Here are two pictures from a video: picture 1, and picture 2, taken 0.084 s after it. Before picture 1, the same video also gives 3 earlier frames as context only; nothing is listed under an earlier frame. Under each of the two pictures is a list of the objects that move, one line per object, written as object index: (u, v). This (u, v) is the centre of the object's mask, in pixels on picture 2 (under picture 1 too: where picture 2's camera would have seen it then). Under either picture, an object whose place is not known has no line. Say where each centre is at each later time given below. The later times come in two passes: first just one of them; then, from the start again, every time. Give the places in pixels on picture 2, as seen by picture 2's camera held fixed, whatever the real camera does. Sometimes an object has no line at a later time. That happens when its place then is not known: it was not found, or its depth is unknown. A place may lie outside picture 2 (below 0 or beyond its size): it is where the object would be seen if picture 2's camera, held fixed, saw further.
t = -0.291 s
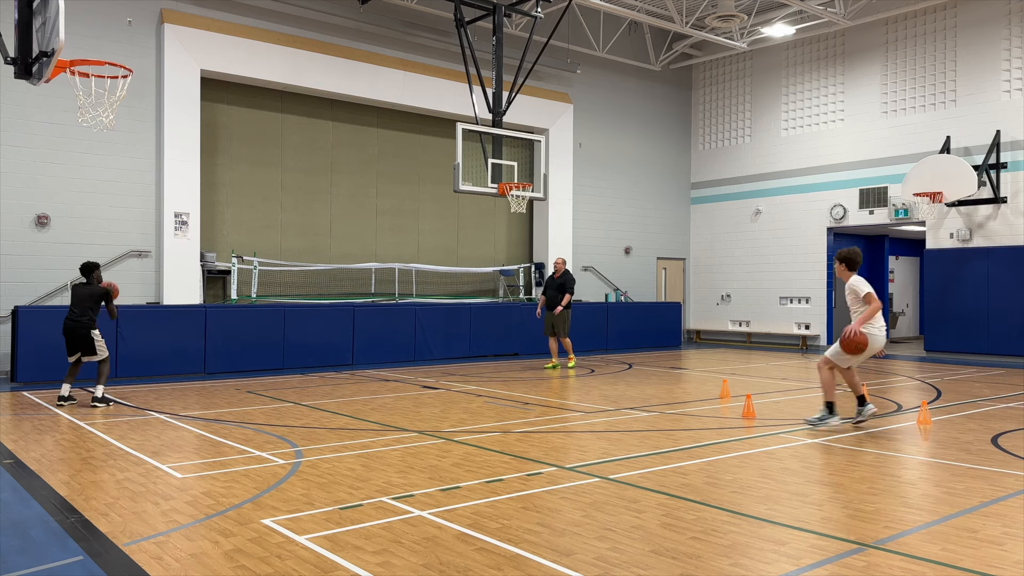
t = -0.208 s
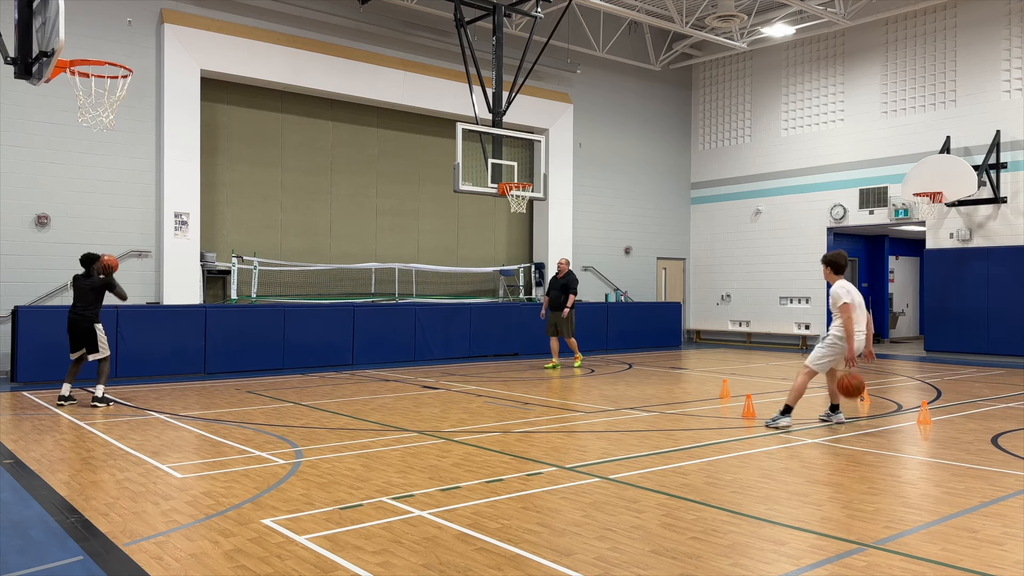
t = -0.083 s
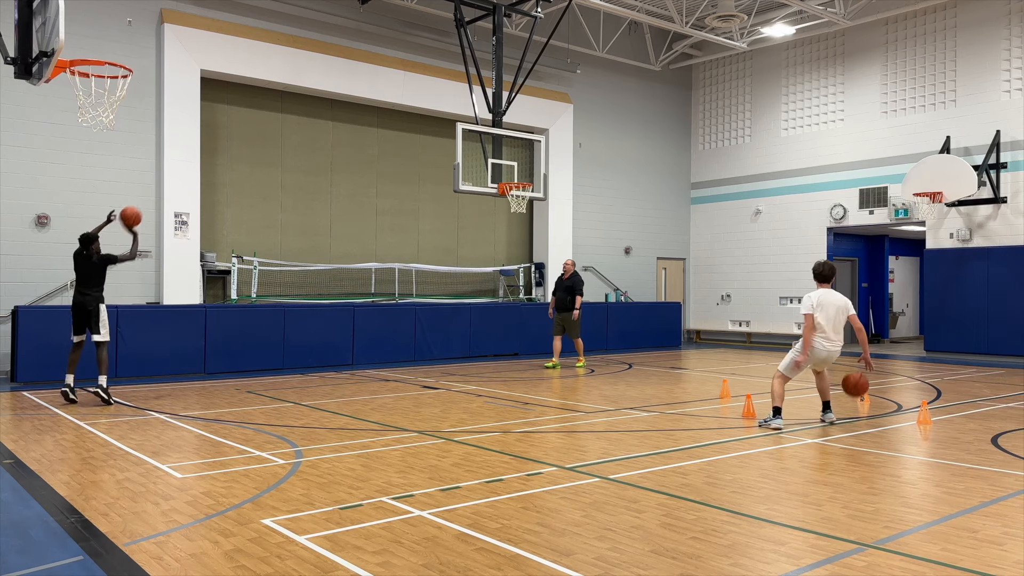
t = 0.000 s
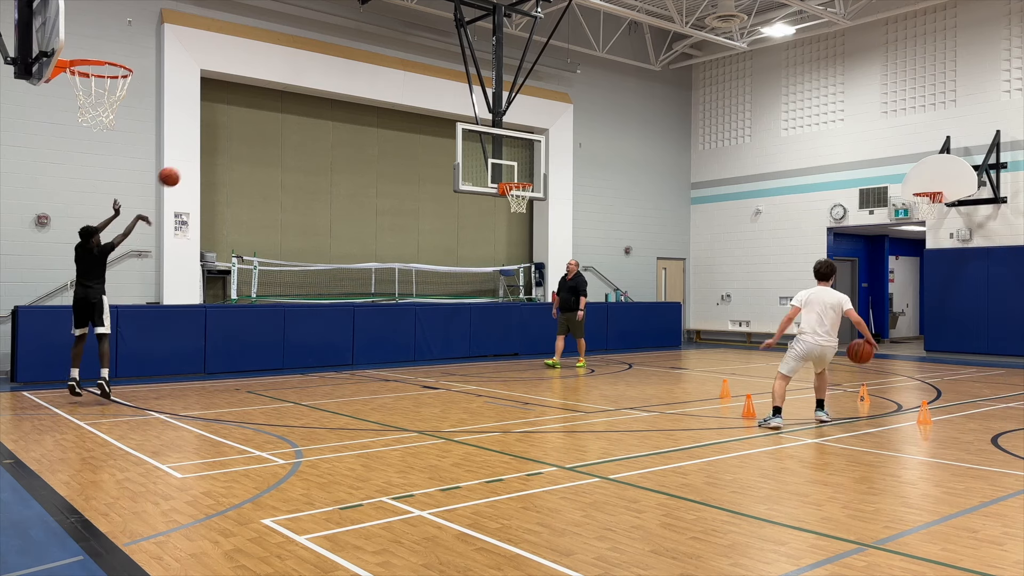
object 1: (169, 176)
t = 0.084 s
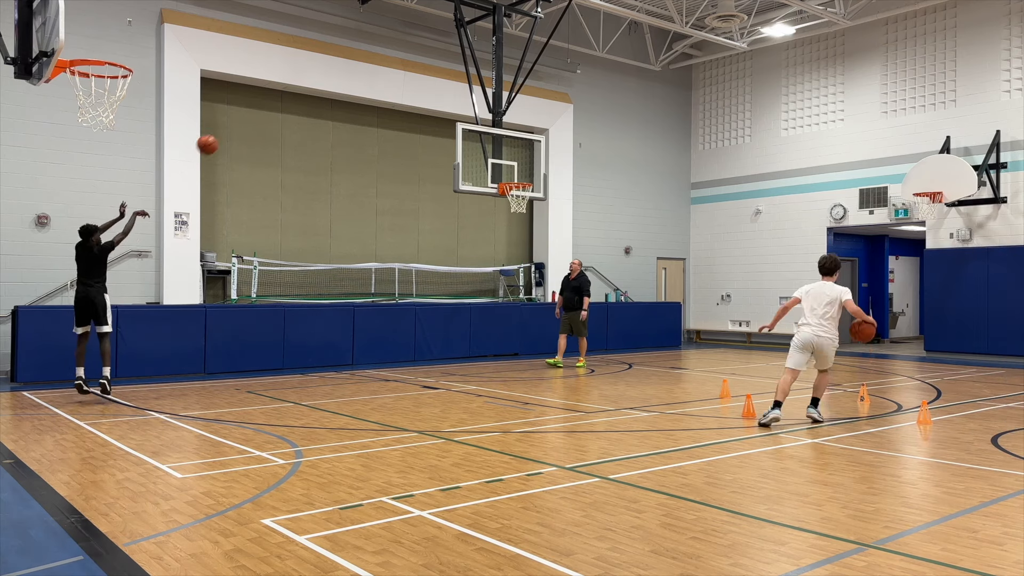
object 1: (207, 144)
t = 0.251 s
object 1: (277, 101)
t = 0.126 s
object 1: (223, 133)
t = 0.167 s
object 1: (243, 119)
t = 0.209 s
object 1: (257, 111)
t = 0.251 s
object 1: (277, 101)
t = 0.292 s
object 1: (289, 95)
